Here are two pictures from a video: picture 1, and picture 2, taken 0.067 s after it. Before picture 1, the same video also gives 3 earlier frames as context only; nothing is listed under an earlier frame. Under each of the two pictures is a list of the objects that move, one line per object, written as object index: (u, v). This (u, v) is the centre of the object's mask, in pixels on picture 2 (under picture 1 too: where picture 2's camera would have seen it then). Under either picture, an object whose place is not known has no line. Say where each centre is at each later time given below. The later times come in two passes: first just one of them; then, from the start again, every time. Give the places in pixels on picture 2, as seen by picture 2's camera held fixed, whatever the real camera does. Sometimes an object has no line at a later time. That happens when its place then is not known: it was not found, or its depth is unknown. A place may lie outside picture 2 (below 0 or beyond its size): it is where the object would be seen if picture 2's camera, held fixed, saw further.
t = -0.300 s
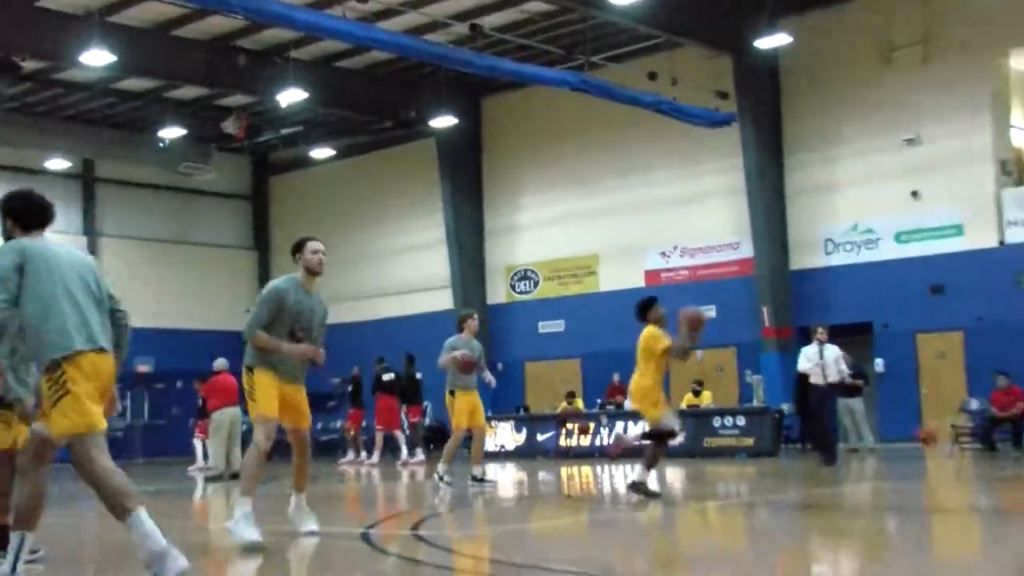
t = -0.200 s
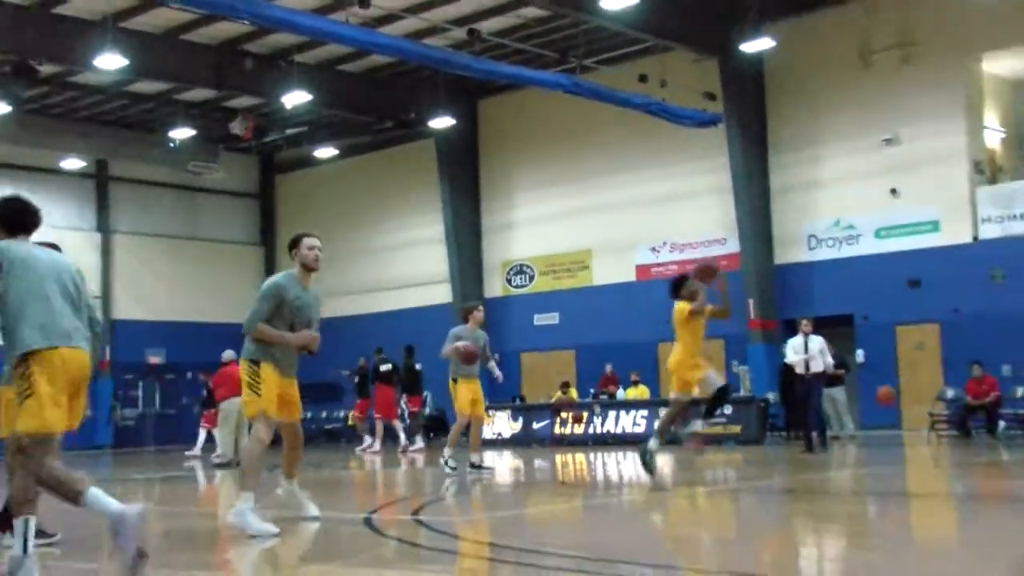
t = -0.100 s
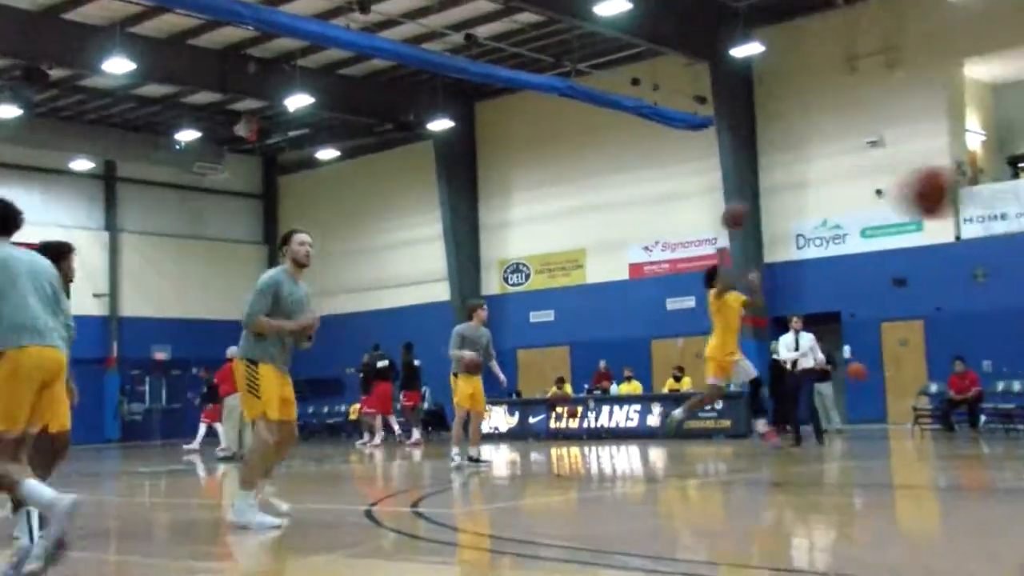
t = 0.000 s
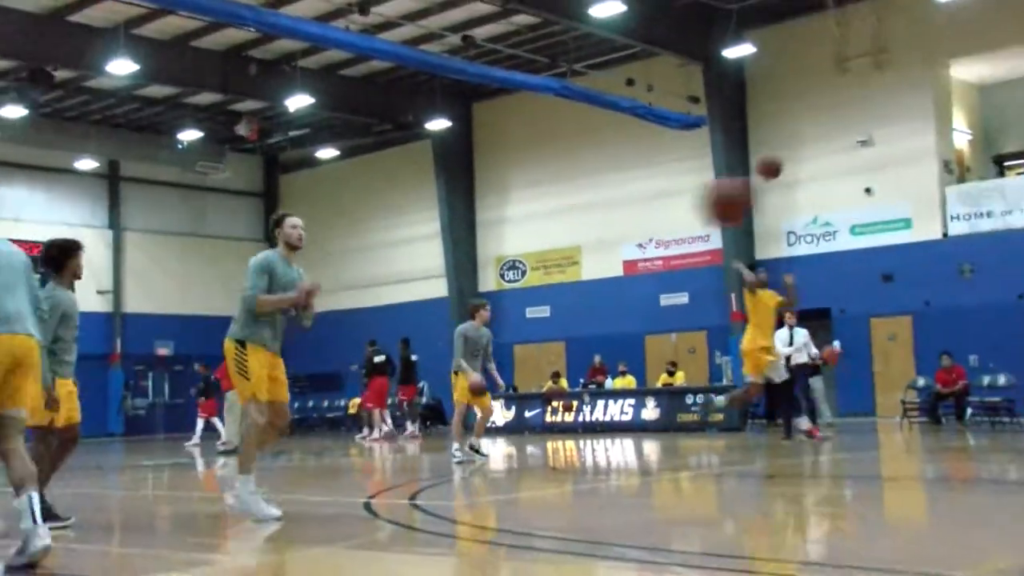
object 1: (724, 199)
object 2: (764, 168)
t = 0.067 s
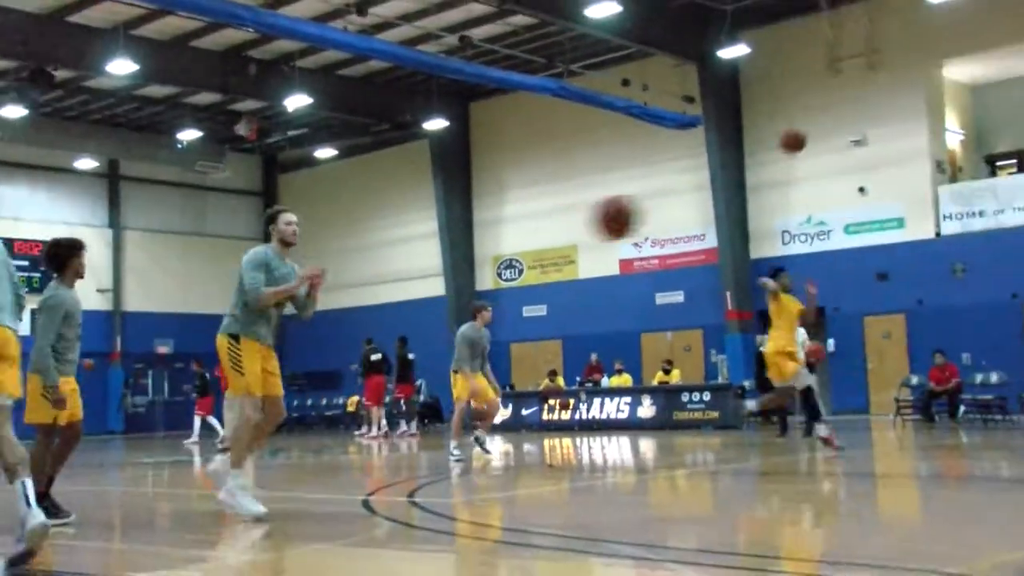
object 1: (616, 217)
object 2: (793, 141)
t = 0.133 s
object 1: (522, 238)
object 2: (822, 120)
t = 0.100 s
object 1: (568, 226)
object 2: (807, 129)
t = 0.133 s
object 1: (522, 238)
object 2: (822, 120)
